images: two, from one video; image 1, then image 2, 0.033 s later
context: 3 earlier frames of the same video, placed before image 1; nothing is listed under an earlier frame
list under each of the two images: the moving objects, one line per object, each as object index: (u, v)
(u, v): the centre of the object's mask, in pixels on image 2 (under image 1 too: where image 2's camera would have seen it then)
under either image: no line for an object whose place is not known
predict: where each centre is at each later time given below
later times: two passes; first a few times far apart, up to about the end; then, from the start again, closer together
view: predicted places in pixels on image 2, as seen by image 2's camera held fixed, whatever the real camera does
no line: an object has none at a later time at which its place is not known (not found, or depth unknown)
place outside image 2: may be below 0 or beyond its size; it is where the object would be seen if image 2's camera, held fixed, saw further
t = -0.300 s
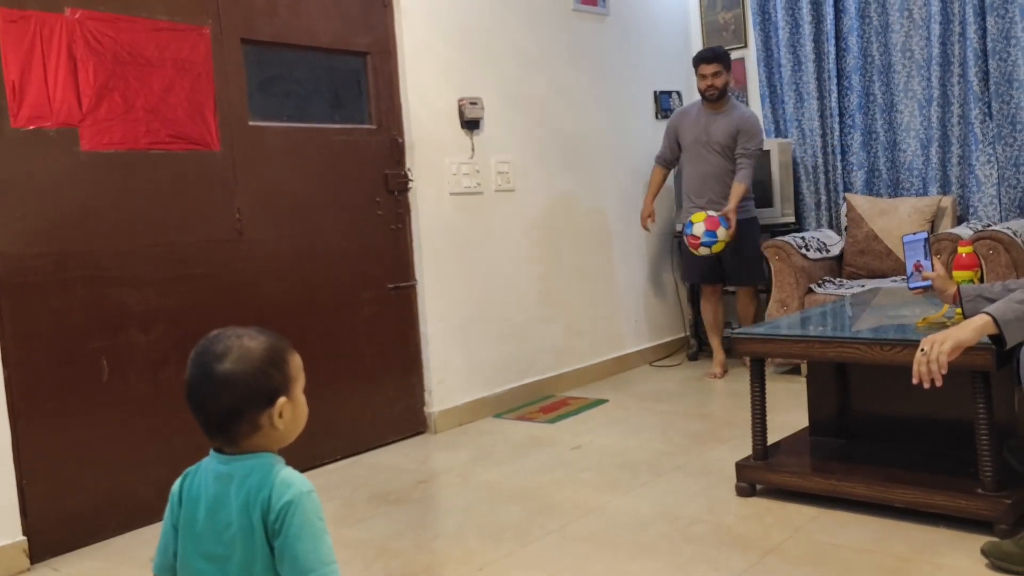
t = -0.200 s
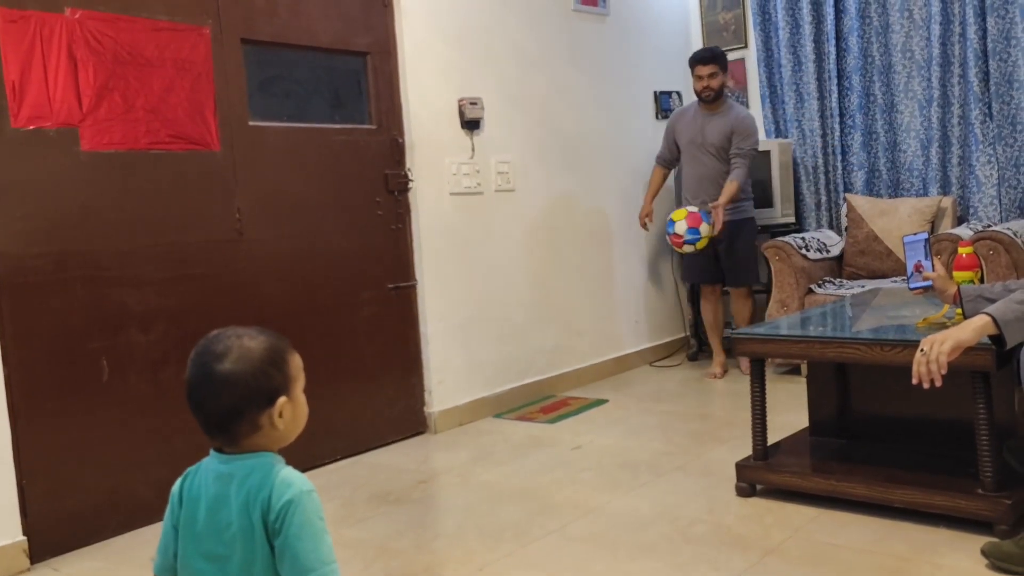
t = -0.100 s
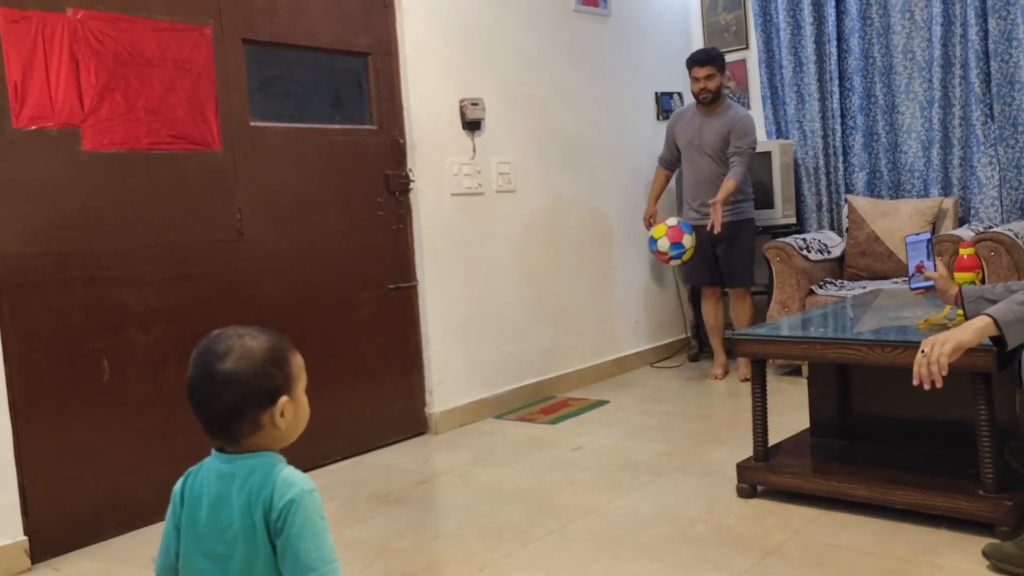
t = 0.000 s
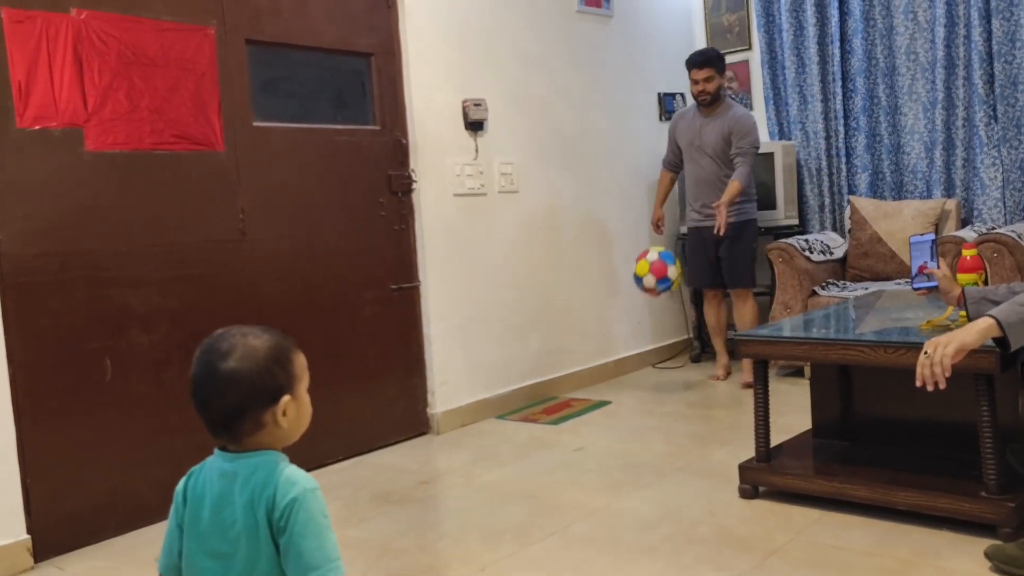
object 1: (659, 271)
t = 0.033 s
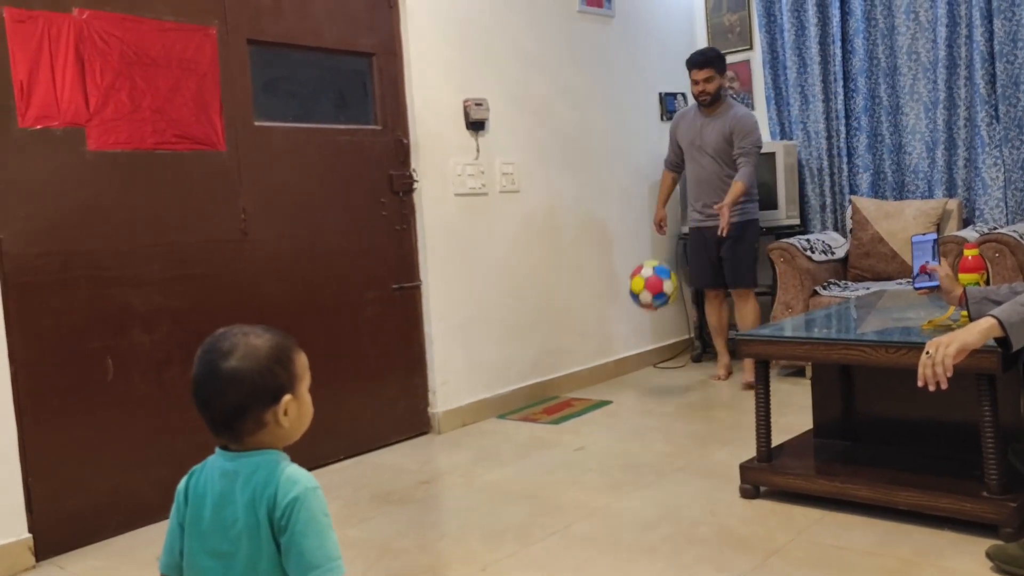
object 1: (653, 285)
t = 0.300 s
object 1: (611, 362)
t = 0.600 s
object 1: (561, 314)
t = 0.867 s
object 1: (531, 428)
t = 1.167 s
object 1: (473, 371)
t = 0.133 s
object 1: (637, 342)
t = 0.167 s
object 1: (632, 365)
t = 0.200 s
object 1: (627, 389)
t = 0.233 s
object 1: (623, 398)
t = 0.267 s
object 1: (617, 379)
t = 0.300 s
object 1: (611, 362)
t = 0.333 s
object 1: (605, 348)
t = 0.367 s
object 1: (599, 336)
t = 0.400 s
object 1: (593, 326)
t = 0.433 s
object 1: (587, 318)
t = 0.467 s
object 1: (582, 313)
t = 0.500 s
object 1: (576, 310)
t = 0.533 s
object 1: (571, 309)
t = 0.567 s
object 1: (566, 310)
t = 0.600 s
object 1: (561, 314)
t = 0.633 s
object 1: (557, 320)
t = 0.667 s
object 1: (552, 328)
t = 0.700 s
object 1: (548, 339)
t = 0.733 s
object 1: (545, 352)
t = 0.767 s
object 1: (541, 368)
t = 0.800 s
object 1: (538, 387)
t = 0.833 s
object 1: (534, 408)
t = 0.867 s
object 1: (531, 428)
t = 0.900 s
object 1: (526, 427)
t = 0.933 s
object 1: (519, 412)
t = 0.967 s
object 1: (513, 398)
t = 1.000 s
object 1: (506, 388)
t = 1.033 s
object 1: (499, 380)
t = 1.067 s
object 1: (493, 373)
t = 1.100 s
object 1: (486, 370)
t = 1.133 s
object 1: (480, 369)
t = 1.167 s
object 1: (473, 371)
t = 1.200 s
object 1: (467, 377)
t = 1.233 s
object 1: (461, 385)
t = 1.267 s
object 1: (456, 397)
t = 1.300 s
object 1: (450, 411)
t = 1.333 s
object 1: (446, 427)
